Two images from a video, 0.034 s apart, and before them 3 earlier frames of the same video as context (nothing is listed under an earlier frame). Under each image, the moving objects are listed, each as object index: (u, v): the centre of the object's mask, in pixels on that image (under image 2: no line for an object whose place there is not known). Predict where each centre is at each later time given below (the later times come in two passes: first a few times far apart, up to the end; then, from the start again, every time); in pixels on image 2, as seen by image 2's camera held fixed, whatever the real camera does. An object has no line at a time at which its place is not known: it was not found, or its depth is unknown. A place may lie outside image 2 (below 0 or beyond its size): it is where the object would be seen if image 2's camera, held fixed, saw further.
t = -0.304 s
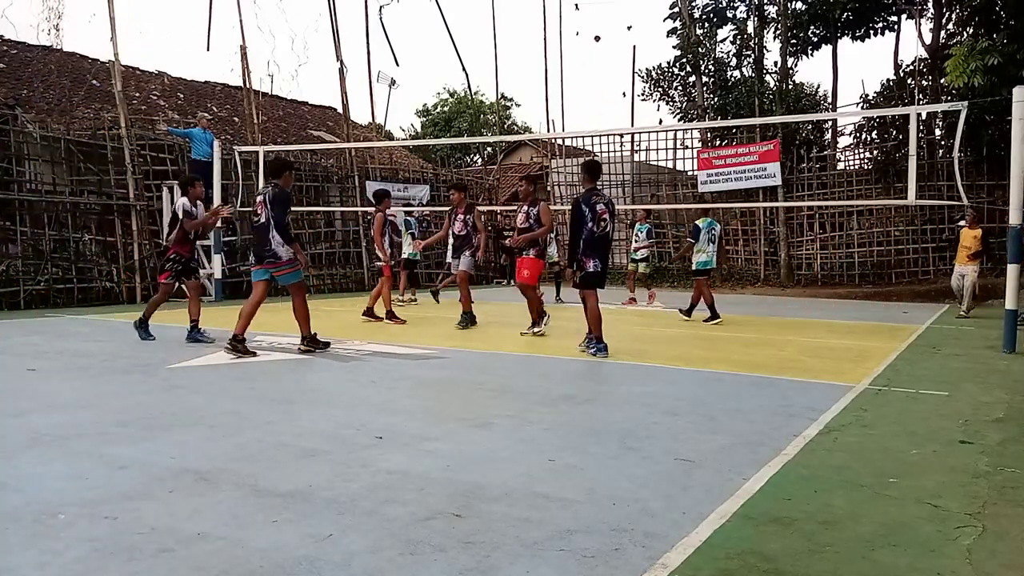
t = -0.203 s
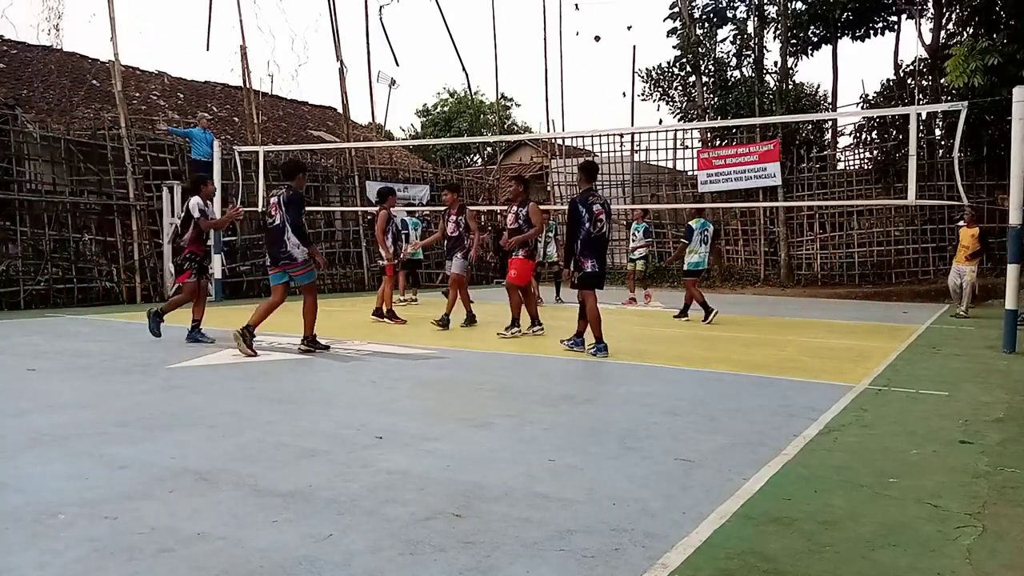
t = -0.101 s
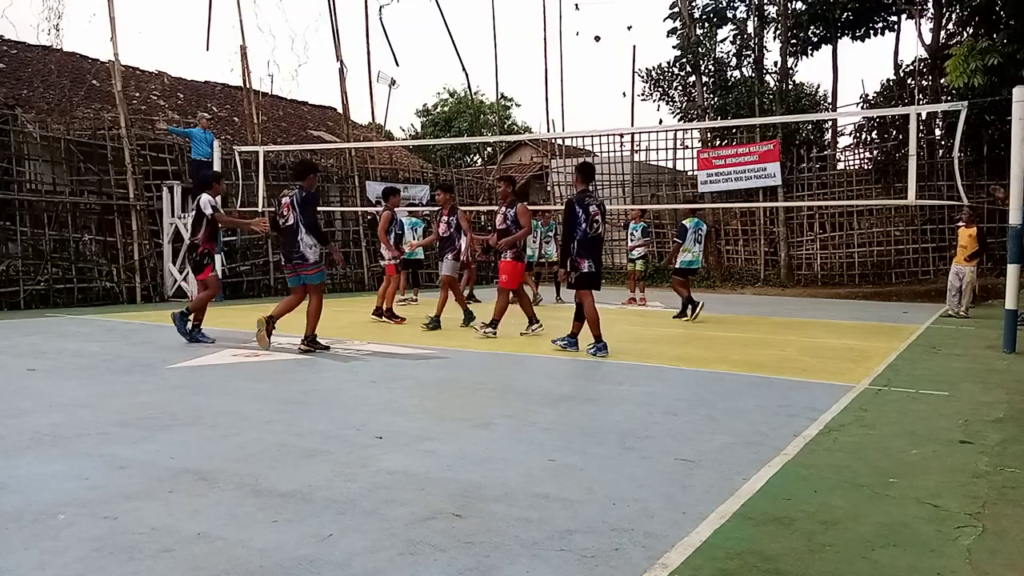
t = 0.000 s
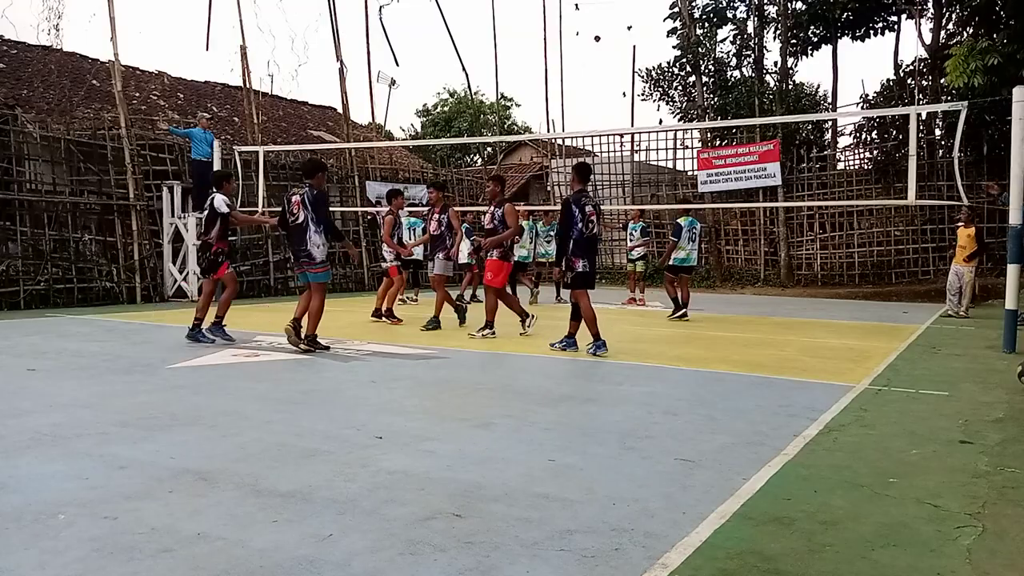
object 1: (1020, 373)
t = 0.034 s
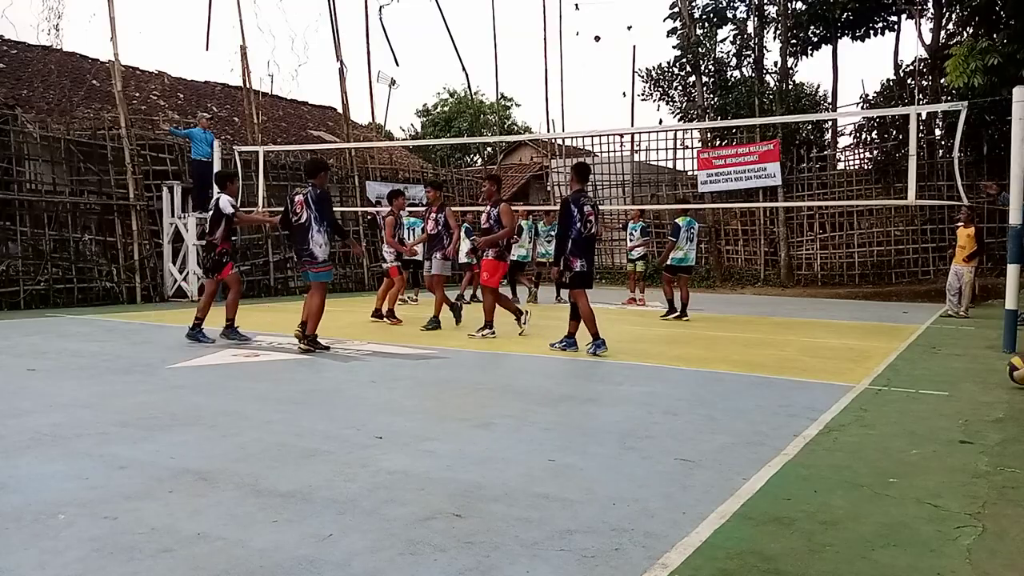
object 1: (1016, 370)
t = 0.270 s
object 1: (961, 361)
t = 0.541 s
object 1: (906, 348)
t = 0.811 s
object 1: (863, 337)
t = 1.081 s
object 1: (828, 332)
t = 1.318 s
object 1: (802, 326)
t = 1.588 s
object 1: (777, 321)
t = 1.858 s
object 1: (756, 316)
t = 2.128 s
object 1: (738, 313)
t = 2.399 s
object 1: (722, 309)
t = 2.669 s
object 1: (707, 307)
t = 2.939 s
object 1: (694, 304)
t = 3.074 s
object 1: (689, 303)
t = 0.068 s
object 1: (1011, 369)
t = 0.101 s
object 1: (1003, 369)
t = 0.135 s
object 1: (994, 367)
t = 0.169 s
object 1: (985, 364)
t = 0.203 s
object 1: (977, 362)
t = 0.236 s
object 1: (969, 362)
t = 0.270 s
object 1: (961, 361)
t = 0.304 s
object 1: (954, 358)
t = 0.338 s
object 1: (946, 357)
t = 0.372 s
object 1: (939, 356)
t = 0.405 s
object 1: (932, 353)
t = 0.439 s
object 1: (925, 352)
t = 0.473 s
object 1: (919, 352)
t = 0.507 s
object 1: (912, 350)
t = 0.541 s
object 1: (906, 348)
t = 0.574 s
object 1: (900, 347)
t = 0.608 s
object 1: (894, 346)
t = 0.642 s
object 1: (889, 343)
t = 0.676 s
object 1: (883, 341)
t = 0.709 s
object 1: (878, 341)
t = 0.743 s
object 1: (873, 341)
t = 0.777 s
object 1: (868, 340)
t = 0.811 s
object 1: (863, 337)
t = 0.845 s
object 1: (858, 336)
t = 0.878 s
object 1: (854, 336)
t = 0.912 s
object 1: (849, 336)
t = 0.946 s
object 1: (845, 334)
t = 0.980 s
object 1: (841, 333)
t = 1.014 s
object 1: (836, 333)
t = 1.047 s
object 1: (832, 333)
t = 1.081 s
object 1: (828, 332)
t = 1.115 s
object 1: (824, 331)
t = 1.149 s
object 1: (820, 329)
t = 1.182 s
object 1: (816, 328)
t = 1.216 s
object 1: (813, 328)
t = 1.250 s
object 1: (809, 328)
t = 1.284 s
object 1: (806, 326)
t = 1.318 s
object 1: (802, 326)
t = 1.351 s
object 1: (799, 326)
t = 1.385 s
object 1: (796, 324)
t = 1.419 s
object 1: (792, 323)
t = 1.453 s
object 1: (789, 323)
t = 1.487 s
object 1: (786, 323)
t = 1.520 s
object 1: (783, 322)
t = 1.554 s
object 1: (780, 321)
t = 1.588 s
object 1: (777, 321)
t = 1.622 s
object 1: (774, 320)
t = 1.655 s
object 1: (772, 320)
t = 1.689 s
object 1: (769, 319)
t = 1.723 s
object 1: (766, 319)
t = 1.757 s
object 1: (764, 318)
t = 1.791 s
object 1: (761, 317)
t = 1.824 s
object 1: (759, 317)
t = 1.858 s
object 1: (756, 316)
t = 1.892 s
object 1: (754, 316)
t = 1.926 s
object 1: (751, 315)
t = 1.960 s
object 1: (749, 315)
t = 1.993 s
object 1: (747, 315)
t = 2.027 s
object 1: (744, 314)
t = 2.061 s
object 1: (742, 314)
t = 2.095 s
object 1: (740, 313)
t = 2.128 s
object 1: (738, 313)
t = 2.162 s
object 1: (736, 313)
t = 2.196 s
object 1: (733, 312)
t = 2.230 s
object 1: (732, 312)
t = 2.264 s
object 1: (729, 311)
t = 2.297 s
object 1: (728, 311)
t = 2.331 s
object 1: (726, 310)
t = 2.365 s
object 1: (723, 310)
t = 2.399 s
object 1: (722, 309)
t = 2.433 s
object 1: (720, 309)
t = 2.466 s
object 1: (718, 309)
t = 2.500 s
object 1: (716, 309)
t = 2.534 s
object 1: (714, 308)
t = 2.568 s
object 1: (713, 308)
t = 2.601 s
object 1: (711, 308)
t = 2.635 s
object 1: (709, 307)
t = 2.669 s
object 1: (707, 307)
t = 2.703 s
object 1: (706, 306)
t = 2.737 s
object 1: (704, 306)
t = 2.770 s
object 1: (702, 306)
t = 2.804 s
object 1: (701, 306)
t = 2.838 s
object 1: (699, 305)
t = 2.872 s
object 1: (697, 305)
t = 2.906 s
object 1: (696, 305)
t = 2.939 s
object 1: (694, 304)
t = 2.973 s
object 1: (693, 304)
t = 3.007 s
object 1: (692, 303)
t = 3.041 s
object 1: (690, 303)
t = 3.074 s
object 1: (689, 303)
